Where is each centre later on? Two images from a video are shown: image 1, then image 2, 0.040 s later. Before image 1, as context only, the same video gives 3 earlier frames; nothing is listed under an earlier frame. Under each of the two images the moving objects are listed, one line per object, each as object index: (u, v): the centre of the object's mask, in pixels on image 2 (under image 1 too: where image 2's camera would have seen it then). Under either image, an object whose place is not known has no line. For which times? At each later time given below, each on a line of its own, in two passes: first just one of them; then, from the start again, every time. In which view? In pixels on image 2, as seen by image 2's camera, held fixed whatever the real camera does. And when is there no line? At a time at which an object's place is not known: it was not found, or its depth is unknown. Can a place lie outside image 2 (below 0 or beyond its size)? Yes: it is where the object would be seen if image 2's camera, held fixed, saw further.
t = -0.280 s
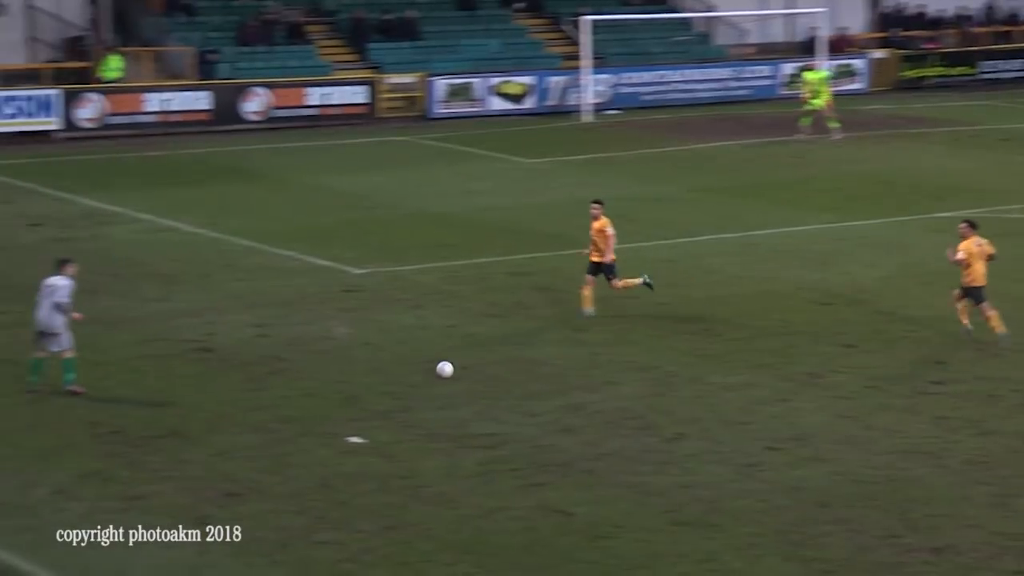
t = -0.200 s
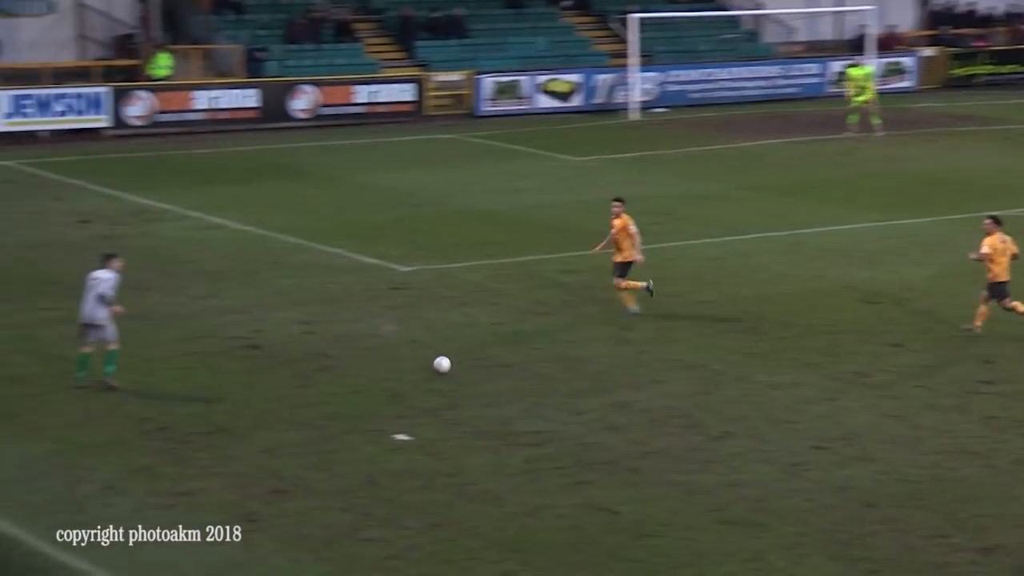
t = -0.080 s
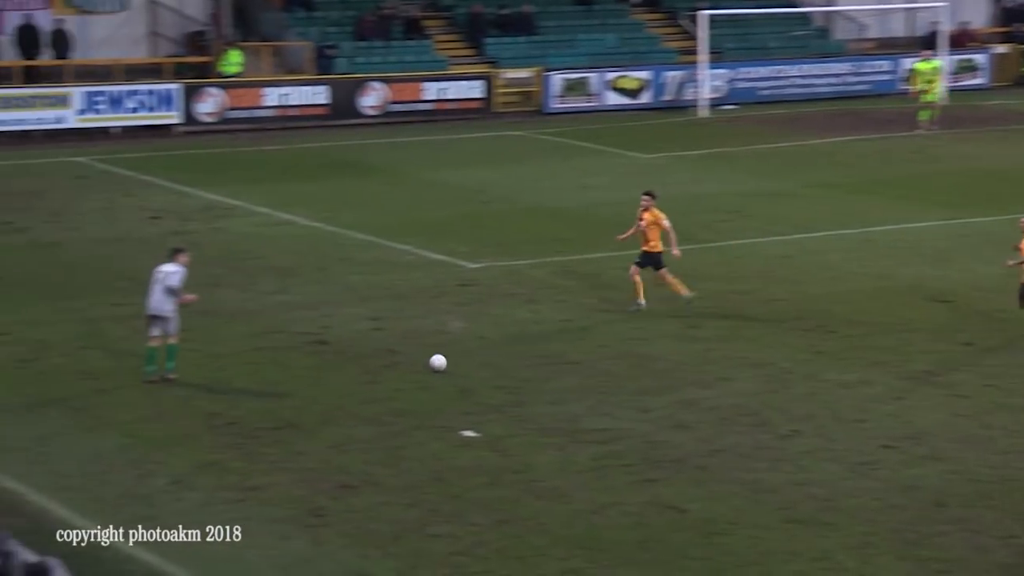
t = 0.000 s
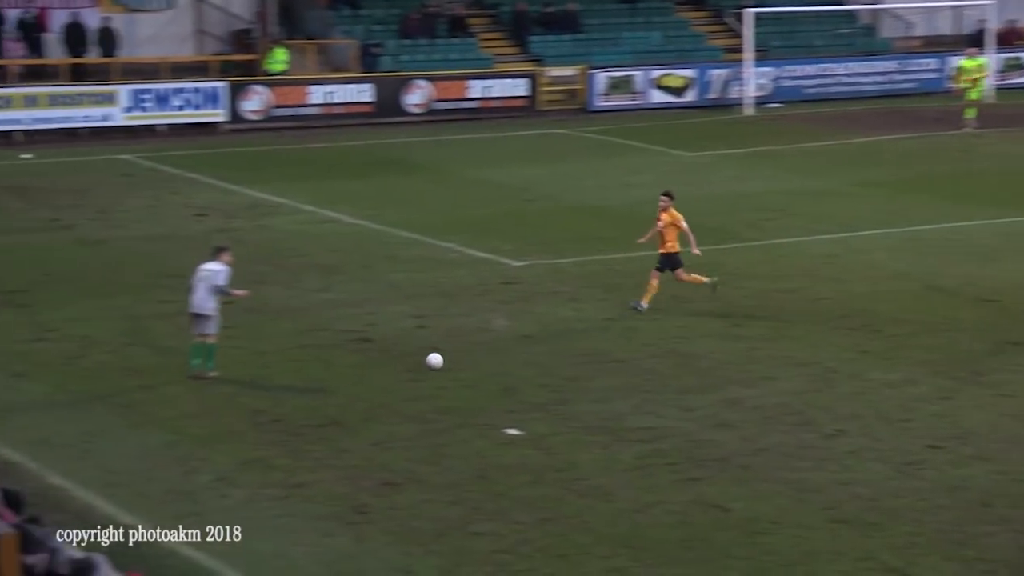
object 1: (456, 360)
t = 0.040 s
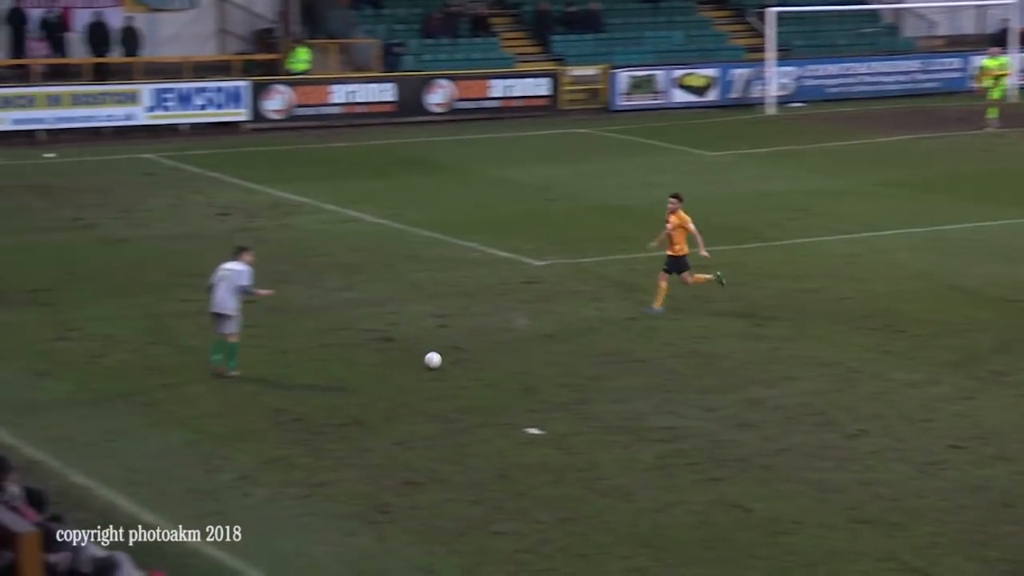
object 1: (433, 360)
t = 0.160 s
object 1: (366, 359)
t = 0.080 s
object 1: (410, 360)
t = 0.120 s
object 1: (388, 359)
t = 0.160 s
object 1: (366, 359)
